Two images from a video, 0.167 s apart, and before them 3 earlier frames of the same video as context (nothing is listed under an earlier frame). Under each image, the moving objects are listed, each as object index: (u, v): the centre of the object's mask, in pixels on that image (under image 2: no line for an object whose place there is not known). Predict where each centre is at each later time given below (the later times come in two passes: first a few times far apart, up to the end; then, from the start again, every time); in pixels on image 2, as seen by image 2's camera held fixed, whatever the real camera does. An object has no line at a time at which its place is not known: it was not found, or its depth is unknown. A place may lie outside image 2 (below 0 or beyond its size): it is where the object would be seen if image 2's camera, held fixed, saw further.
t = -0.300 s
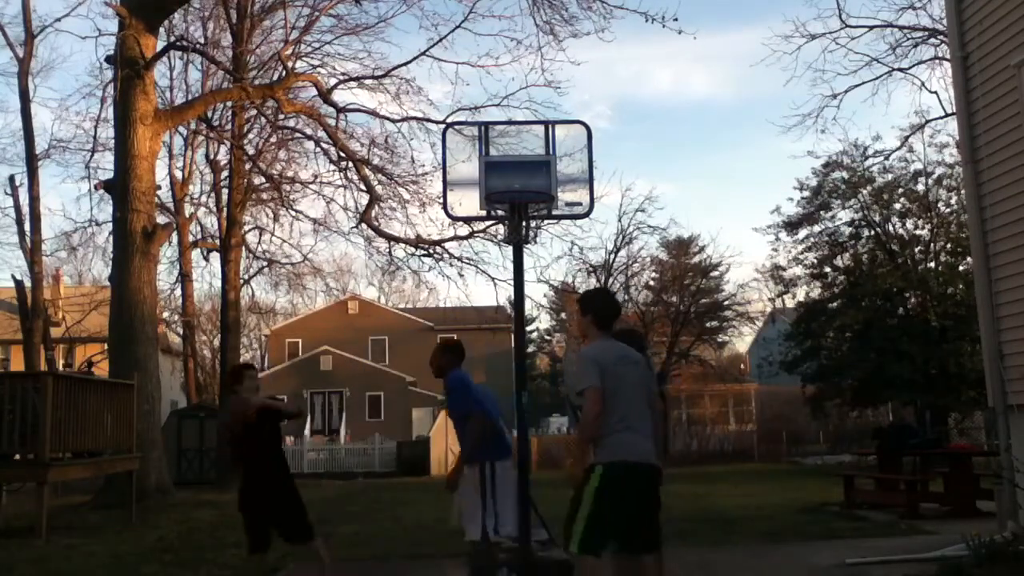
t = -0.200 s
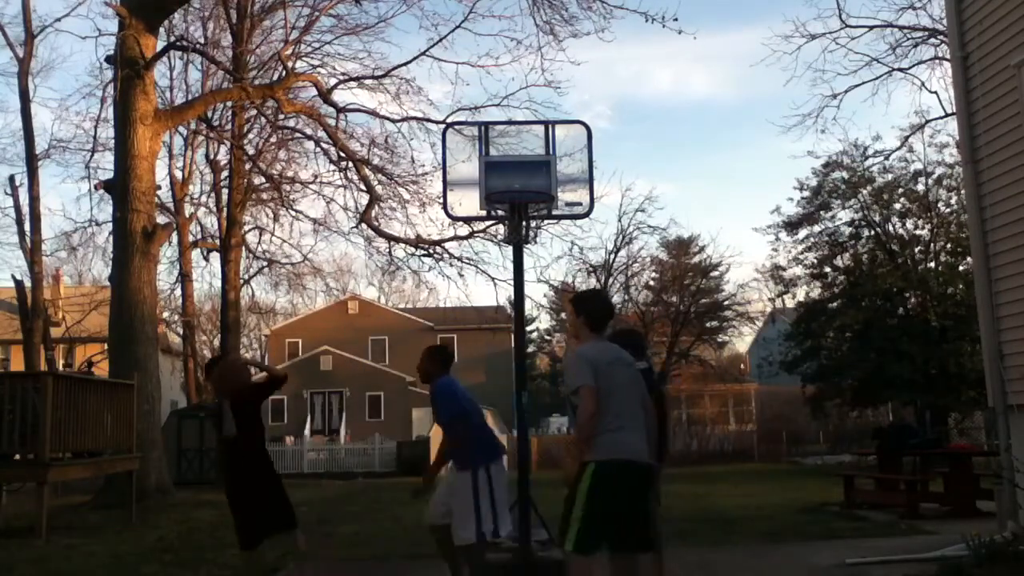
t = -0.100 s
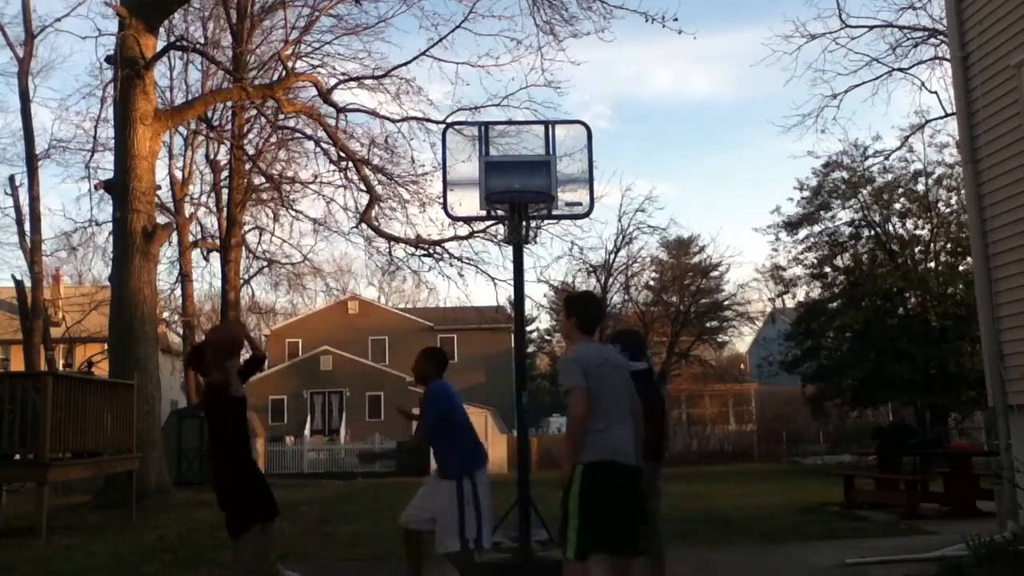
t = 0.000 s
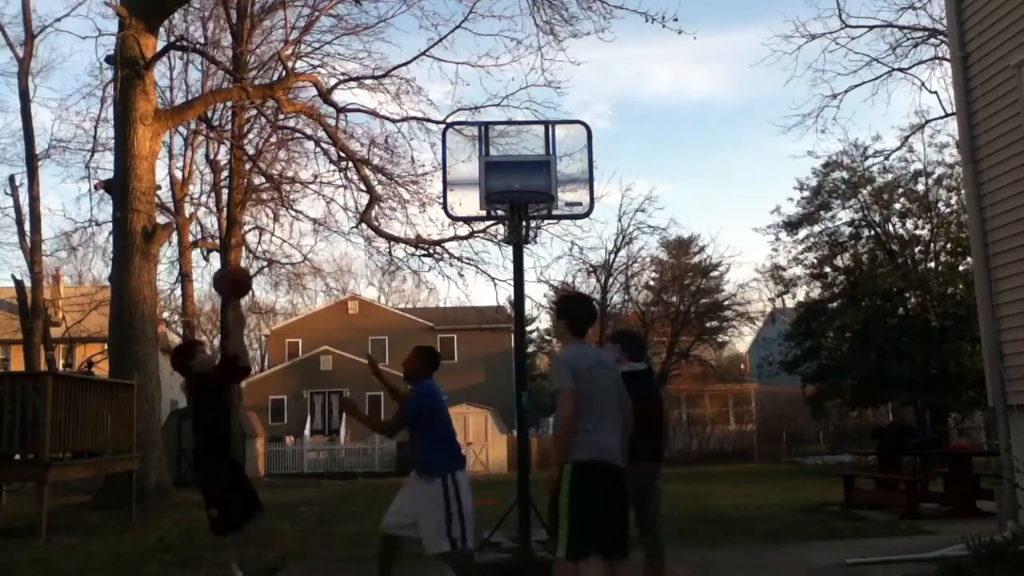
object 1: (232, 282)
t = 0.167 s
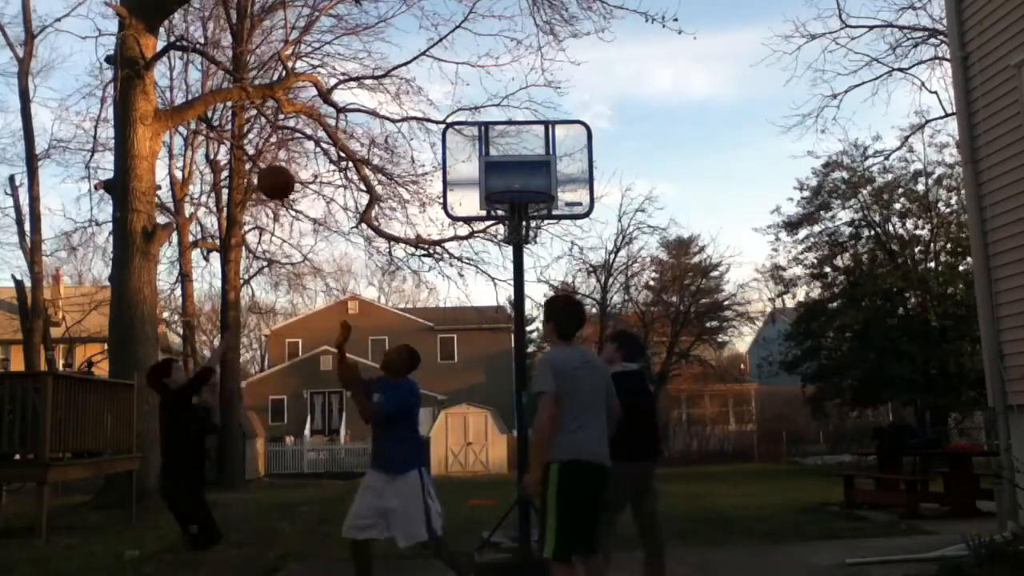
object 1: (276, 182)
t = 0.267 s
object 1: (301, 143)
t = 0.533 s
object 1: (365, 107)
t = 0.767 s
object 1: (420, 156)
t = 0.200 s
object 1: (284, 168)
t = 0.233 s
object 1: (293, 154)
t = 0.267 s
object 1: (301, 143)
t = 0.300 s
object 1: (309, 133)
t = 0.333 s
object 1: (317, 124)
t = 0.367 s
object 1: (325, 118)
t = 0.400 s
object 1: (333, 113)
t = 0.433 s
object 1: (341, 109)
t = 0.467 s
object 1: (349, 107)
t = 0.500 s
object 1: (357, 106)
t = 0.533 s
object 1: (365, 107)
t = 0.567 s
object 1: (372, 110)
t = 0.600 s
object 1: (380, 114)
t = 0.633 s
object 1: (388, 119)
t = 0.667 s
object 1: (396, 126)
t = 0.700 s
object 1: (404, 134)
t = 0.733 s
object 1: (412, 144)
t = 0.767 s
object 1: (420, 156)
